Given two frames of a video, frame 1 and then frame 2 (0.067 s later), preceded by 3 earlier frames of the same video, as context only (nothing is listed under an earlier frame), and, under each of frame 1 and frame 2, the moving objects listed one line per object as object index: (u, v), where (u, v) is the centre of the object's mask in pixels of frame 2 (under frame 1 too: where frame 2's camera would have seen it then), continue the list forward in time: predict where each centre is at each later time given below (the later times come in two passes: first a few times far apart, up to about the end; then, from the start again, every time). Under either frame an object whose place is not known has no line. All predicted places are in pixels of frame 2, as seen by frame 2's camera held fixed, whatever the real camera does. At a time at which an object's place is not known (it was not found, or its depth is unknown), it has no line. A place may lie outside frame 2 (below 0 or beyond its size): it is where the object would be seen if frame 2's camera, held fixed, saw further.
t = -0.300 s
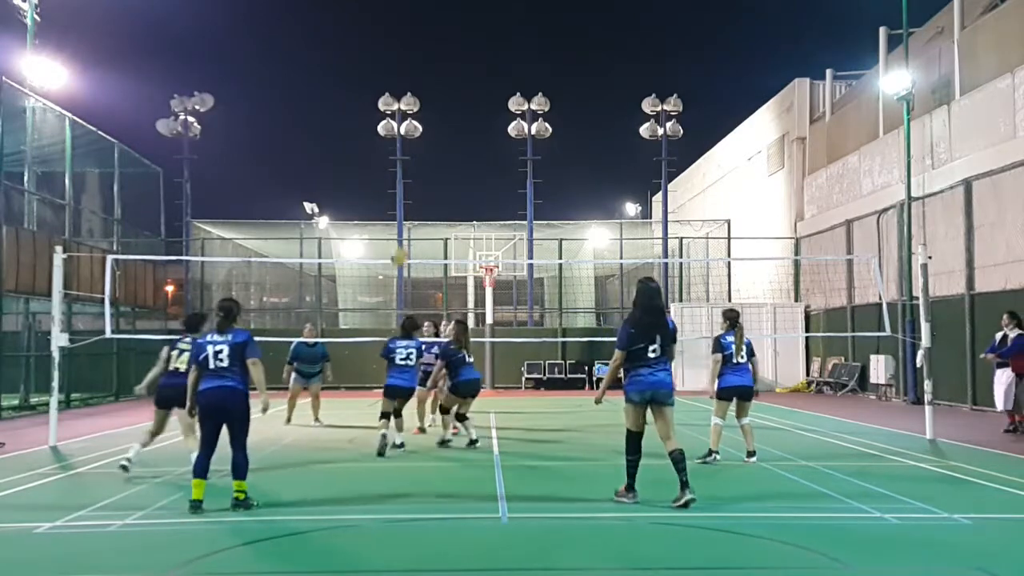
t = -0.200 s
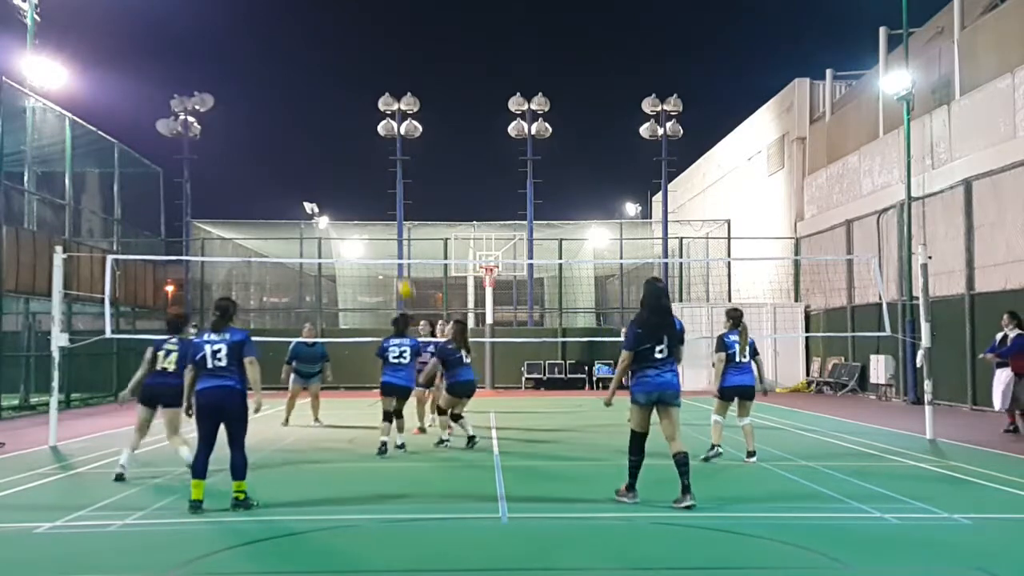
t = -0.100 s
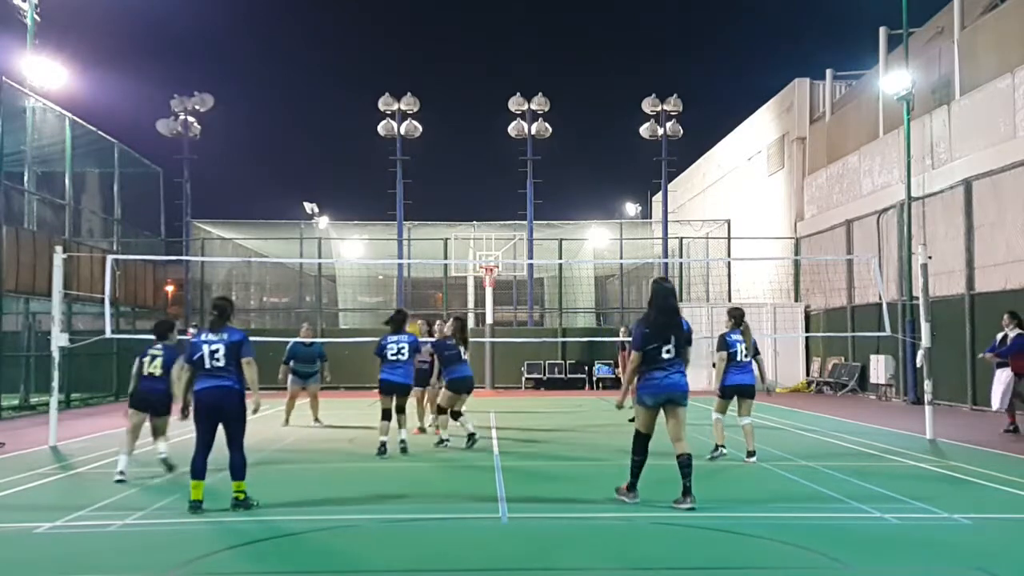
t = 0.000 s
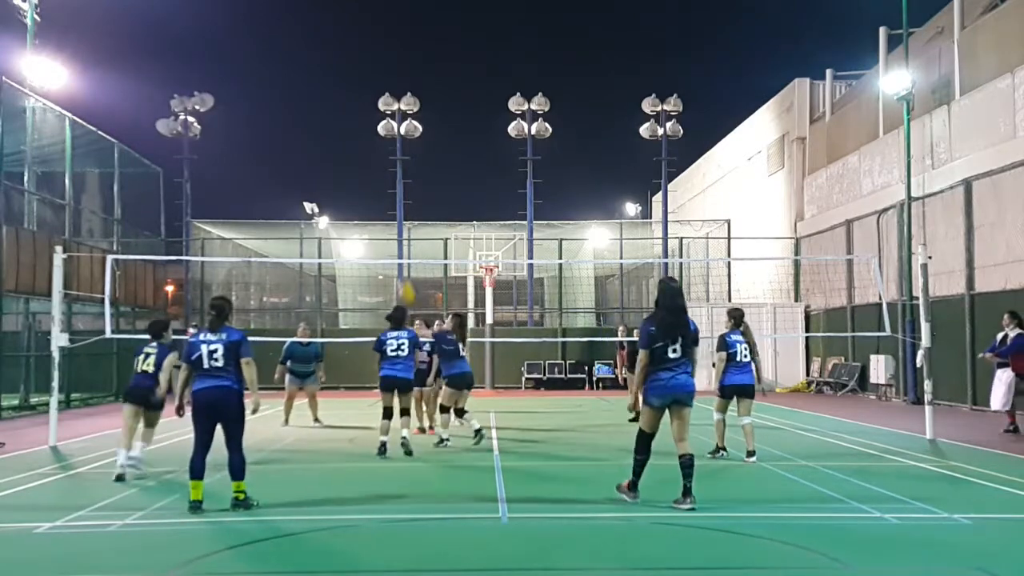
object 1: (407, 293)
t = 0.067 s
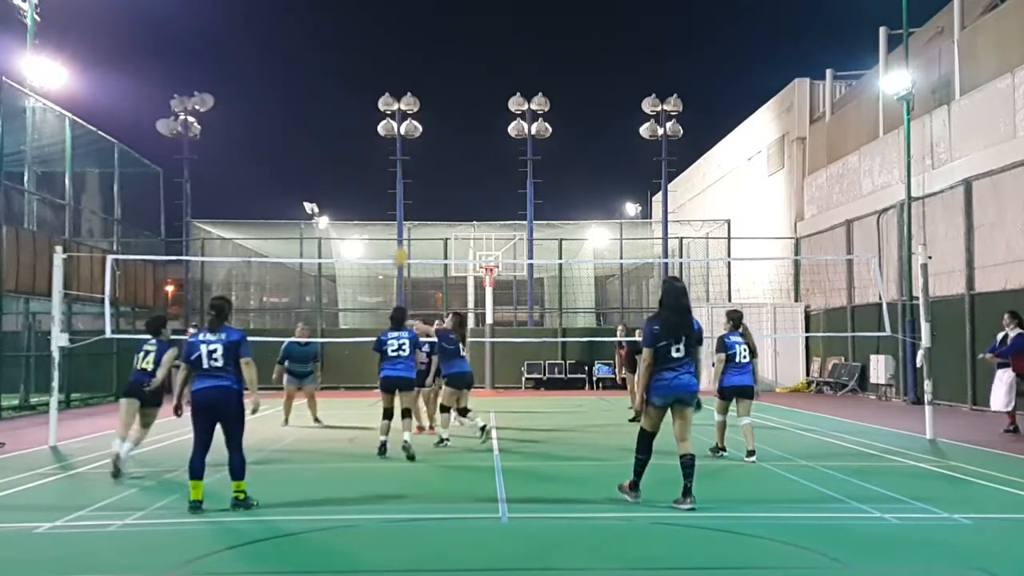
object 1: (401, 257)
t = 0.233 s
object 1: (383, 189)
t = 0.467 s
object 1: (361, 131)
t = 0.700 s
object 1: (340, 118)
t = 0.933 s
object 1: (320, 147)
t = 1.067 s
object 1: (308, 185)
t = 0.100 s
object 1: (396, 242)
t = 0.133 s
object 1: (391, 224)
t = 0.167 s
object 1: (388, 211)
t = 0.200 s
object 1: (386, 201)
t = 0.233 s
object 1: (383, 189)
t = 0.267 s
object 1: (380, 178)
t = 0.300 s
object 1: (377, 168)
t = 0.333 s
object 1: (374, 159)
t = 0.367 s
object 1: (371, 151)
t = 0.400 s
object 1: (368, 143)
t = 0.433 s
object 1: (365, 137)
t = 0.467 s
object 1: (361, 131)
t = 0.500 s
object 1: (358, 126)
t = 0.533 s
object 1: (355, 123)
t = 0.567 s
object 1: (352, 120)
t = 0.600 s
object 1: (349, 118)
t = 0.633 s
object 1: (346, 117)
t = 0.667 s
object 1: (343, 117)
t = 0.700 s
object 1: (340, 118)
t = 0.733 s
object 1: (337, 119)
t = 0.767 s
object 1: (335, 122)
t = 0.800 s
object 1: (332, 125)
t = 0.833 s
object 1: (328, 129)
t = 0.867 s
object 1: (325, 134)
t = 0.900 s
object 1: (322, 140)
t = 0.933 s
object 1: (320, 147)
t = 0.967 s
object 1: (316, 156)
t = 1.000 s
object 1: (314, 165)
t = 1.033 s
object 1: (311, 174)
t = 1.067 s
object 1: (308, 185)
